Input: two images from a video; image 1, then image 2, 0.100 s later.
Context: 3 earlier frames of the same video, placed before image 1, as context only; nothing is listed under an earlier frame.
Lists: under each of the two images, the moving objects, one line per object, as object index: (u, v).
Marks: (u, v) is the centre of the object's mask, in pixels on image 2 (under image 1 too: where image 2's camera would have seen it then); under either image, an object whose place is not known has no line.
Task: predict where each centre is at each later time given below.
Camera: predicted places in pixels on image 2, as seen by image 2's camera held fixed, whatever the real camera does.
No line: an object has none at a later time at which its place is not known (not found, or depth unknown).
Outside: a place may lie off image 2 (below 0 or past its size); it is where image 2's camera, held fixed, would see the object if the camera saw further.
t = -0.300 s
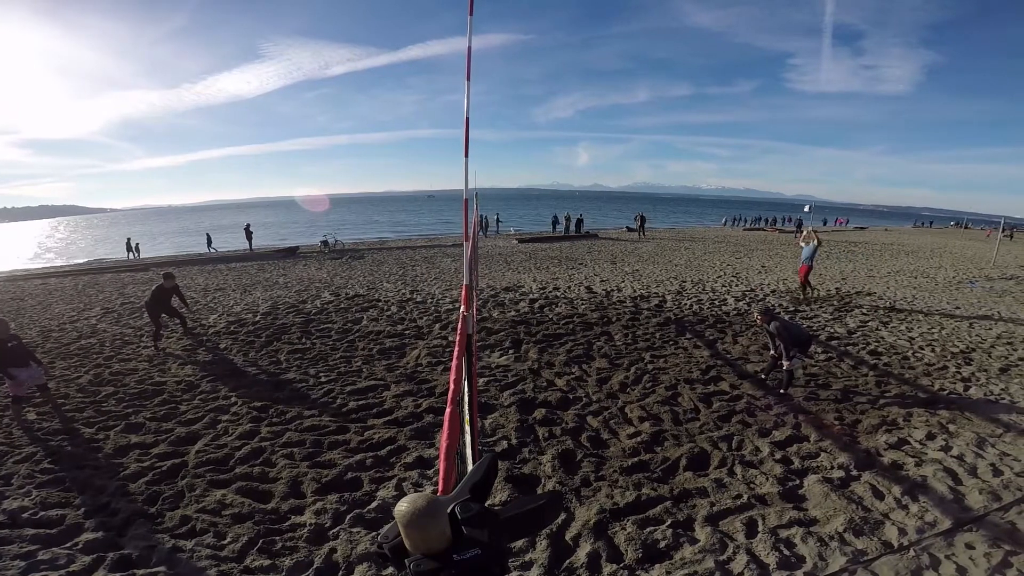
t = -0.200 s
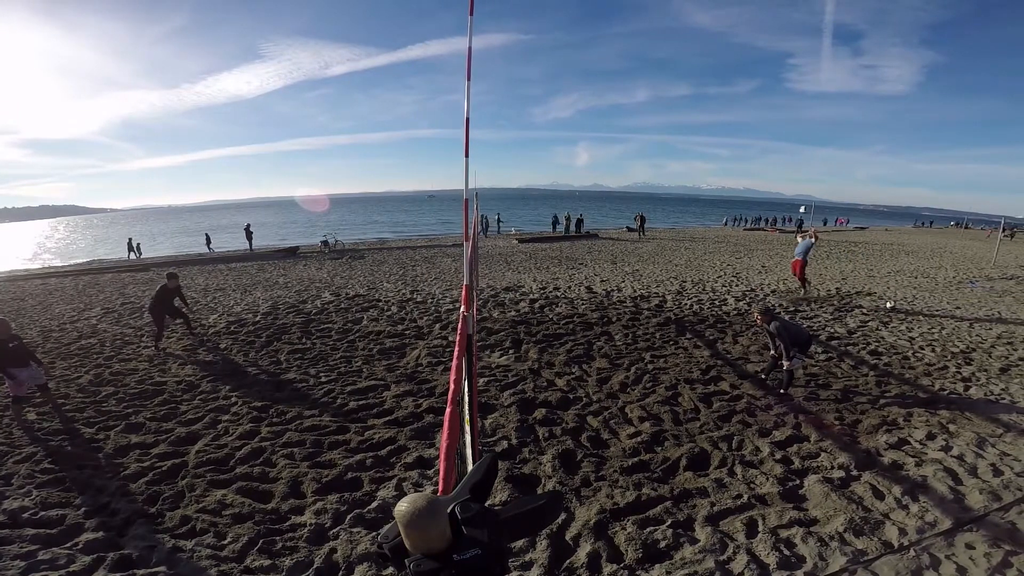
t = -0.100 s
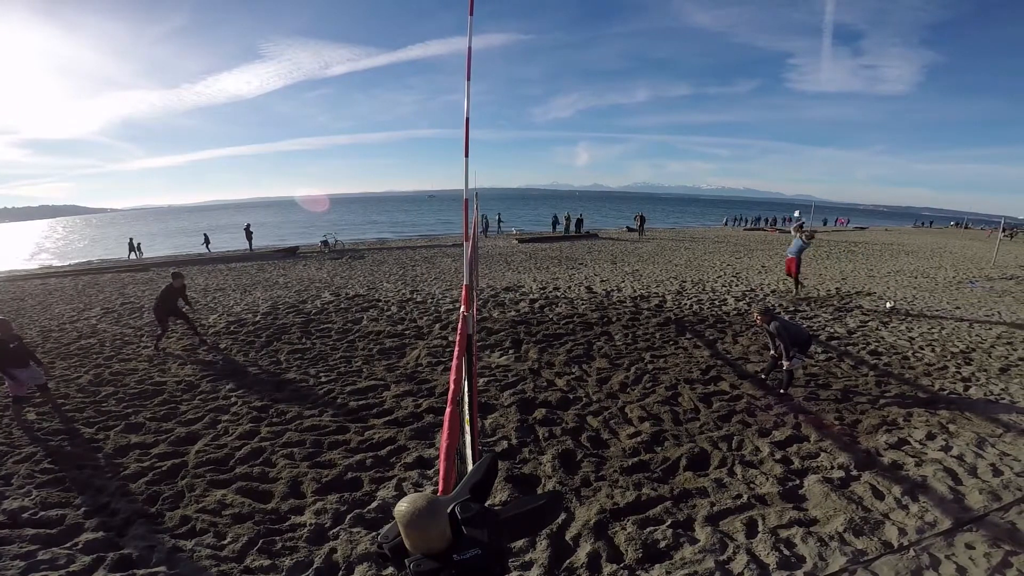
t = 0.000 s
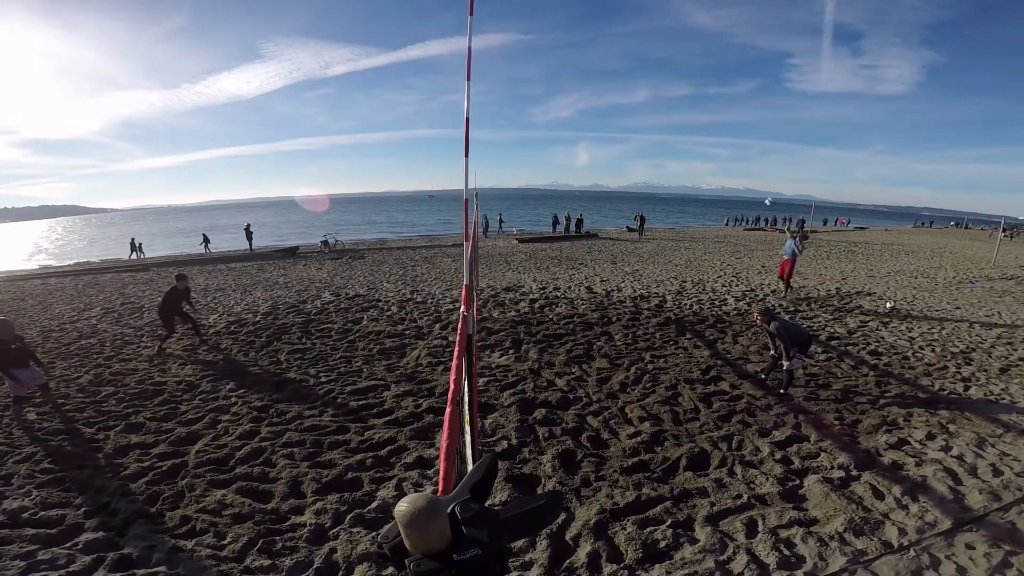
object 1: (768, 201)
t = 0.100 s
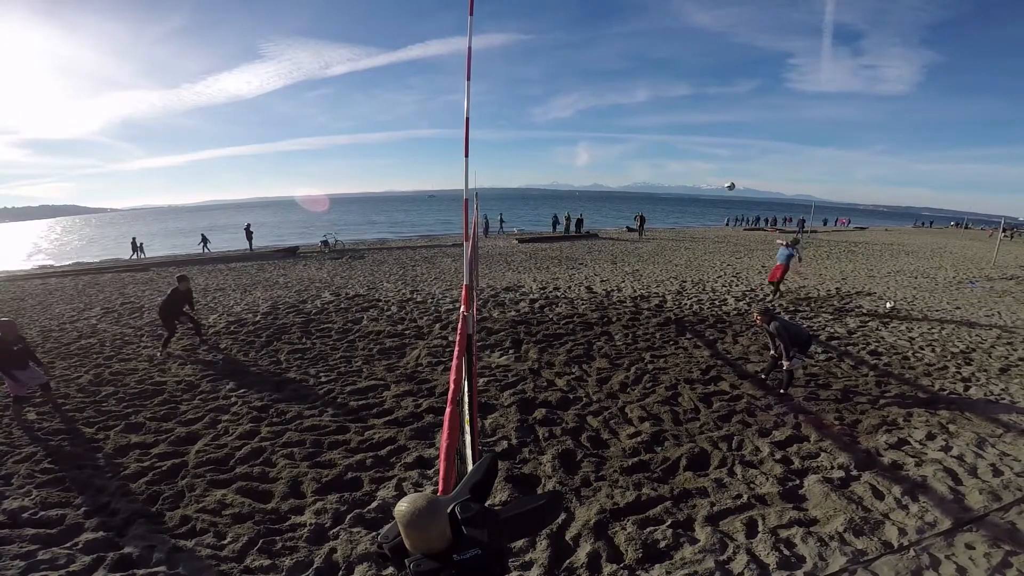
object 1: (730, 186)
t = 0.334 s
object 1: (604, 159)
